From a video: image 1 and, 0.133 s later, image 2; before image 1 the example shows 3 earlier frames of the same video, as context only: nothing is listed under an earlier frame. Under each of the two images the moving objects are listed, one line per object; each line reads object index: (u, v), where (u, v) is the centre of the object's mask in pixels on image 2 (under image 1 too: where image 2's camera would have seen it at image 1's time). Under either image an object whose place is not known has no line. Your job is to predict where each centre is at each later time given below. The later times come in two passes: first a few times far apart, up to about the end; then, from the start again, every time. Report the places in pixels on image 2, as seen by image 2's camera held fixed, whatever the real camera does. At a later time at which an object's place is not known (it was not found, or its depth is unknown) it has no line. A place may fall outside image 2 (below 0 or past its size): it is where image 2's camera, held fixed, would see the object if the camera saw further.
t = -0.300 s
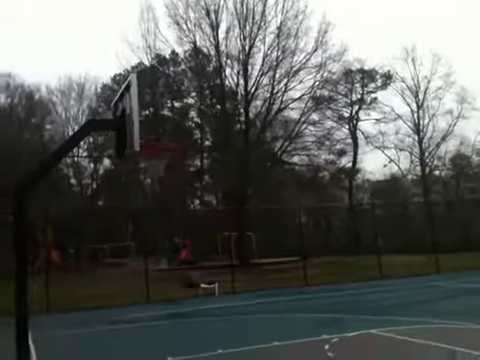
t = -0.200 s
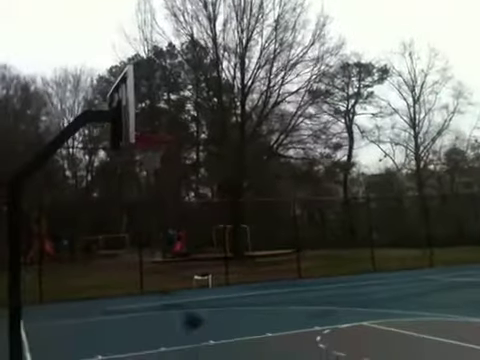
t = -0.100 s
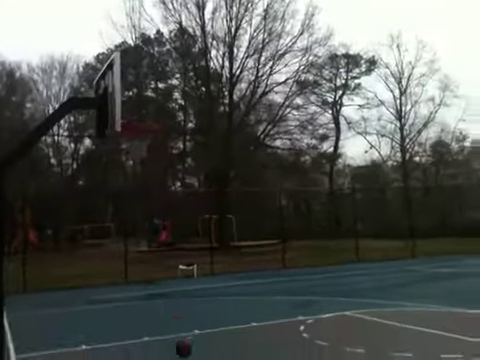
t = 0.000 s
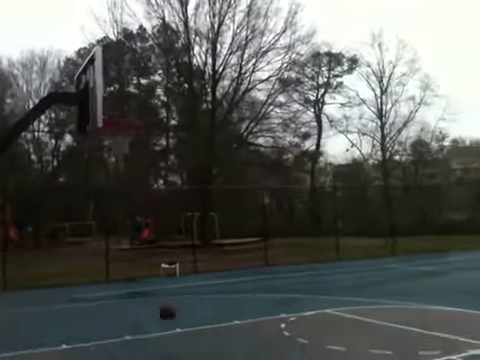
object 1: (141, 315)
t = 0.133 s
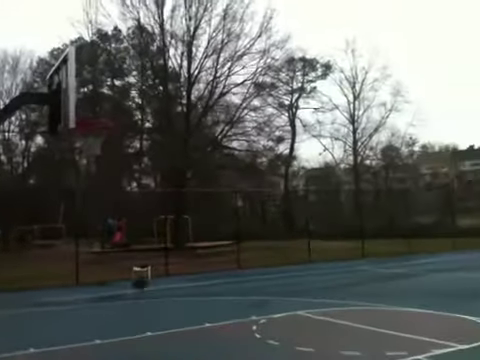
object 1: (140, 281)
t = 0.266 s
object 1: (143, 260)
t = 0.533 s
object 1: (148, 255)
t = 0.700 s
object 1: (153, 279)
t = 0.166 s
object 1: (142, 272)
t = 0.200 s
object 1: (141, 272)
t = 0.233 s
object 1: (141, 265)
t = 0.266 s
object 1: (143, 260)
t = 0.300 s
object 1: (144, 259)
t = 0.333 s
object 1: (146, 257)
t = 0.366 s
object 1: (147, 256)
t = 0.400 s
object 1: (147, 254)
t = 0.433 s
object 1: (146, 254)
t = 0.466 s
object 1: (147, 252)
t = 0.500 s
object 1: (147, 254)
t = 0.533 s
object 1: (148, 255)
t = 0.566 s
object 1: (149, 259)
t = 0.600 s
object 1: (150, 262)
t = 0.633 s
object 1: (151, 267)
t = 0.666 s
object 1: (151, 274)
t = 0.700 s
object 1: (153, 279)
